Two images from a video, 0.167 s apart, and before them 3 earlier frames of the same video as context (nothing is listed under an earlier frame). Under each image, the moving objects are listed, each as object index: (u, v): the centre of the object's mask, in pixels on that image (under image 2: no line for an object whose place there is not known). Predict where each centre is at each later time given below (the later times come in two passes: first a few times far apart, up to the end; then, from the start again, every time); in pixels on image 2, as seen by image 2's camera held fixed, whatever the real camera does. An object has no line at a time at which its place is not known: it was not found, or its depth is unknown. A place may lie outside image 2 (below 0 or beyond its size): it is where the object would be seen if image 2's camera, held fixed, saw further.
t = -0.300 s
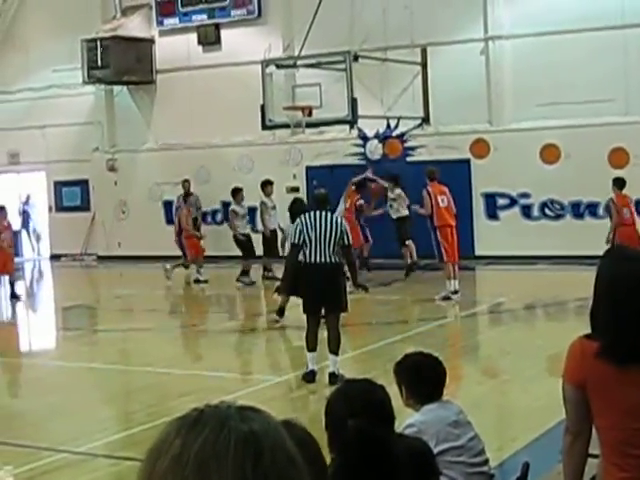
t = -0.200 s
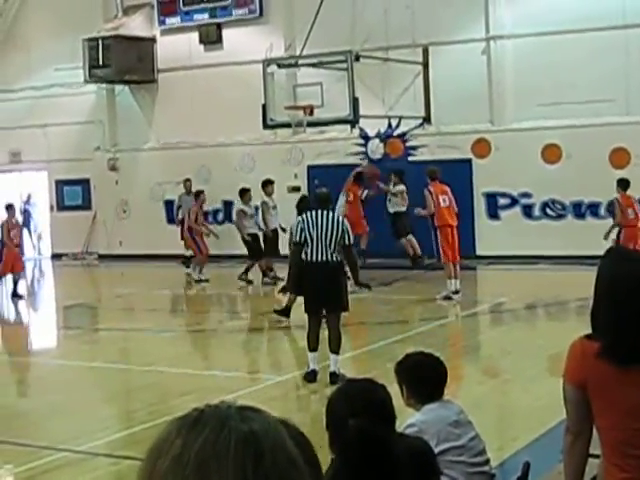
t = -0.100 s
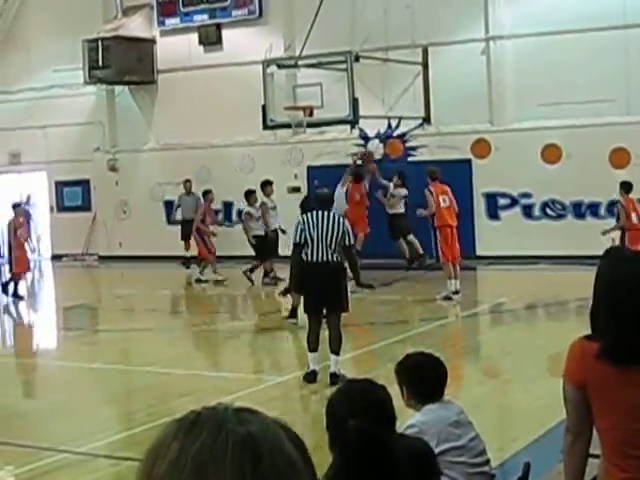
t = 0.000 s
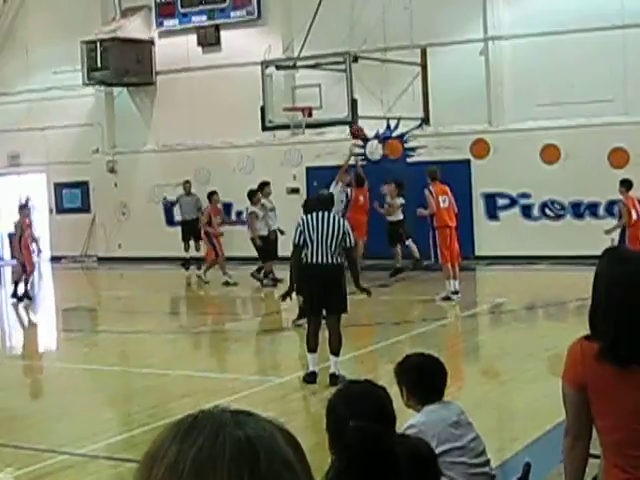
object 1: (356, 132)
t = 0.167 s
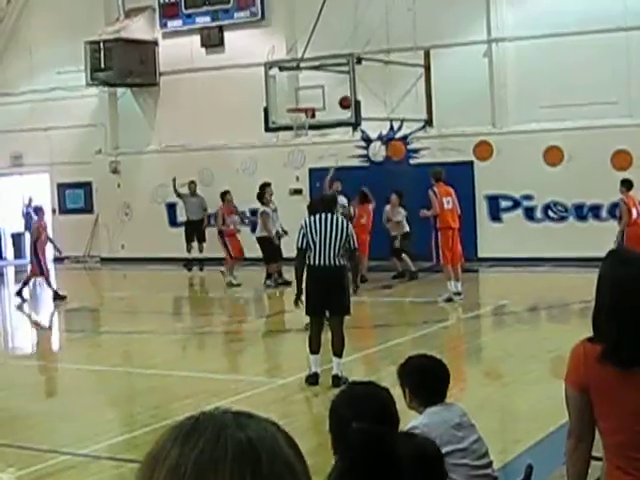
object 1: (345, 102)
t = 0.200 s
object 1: (342, 98)
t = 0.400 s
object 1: (326, 86)
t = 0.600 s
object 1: (310, 97)
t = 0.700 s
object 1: (302, 112)
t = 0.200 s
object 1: (342, 98)
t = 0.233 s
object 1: (339, 94)
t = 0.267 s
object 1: (337, 91)
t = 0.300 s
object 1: (334, 88)
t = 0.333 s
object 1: (331, 87)
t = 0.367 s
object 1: (329, 86)
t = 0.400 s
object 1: (326, 86)
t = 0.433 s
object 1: (323, 85)
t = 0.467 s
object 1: (320, 86)
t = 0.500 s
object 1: (318, 88)
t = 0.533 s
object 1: (315, 90)
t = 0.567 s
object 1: (312, 93)
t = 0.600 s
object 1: (310, 97)
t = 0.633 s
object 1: (308, 101)
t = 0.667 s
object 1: (304, 106)
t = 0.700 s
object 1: (302, 112)
